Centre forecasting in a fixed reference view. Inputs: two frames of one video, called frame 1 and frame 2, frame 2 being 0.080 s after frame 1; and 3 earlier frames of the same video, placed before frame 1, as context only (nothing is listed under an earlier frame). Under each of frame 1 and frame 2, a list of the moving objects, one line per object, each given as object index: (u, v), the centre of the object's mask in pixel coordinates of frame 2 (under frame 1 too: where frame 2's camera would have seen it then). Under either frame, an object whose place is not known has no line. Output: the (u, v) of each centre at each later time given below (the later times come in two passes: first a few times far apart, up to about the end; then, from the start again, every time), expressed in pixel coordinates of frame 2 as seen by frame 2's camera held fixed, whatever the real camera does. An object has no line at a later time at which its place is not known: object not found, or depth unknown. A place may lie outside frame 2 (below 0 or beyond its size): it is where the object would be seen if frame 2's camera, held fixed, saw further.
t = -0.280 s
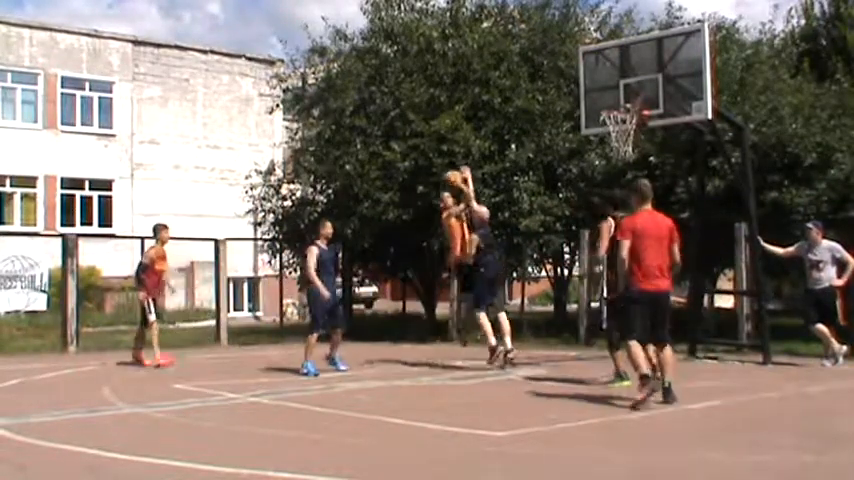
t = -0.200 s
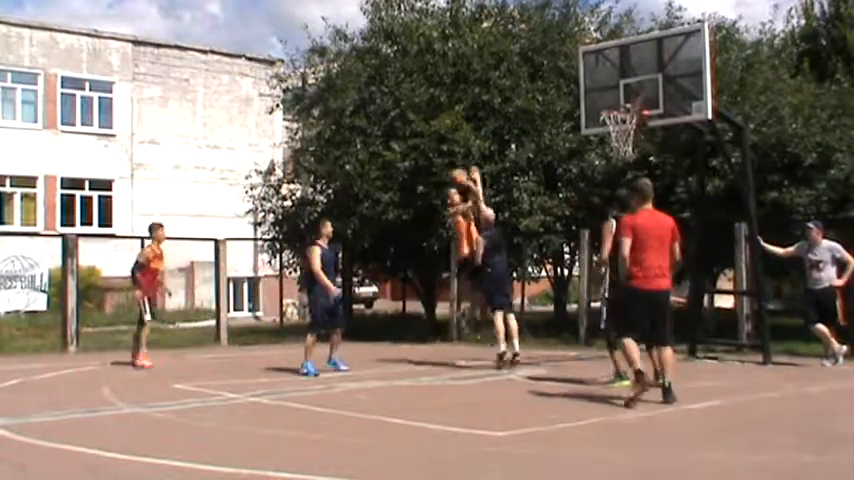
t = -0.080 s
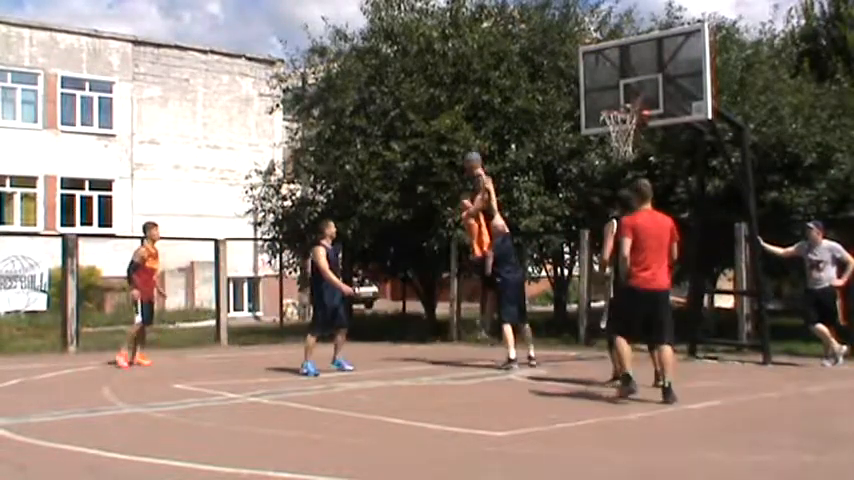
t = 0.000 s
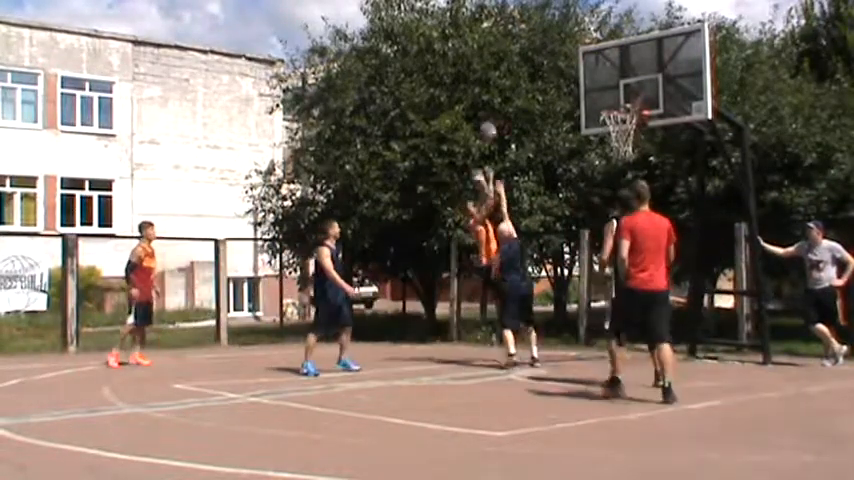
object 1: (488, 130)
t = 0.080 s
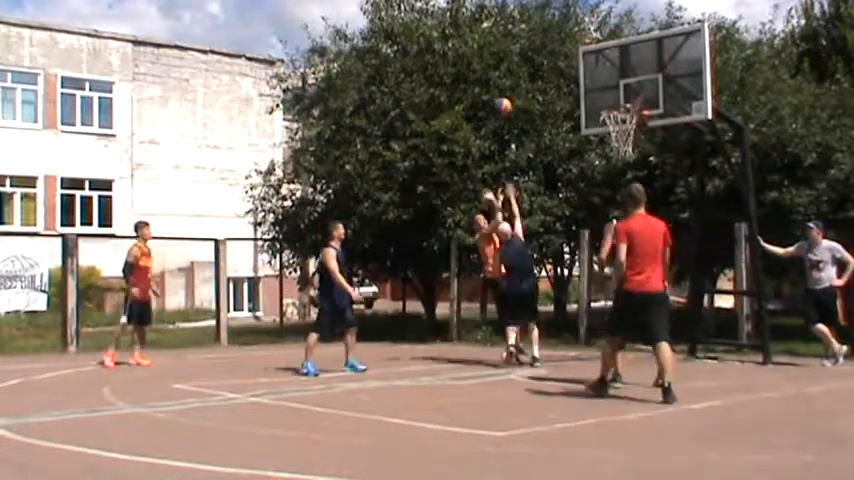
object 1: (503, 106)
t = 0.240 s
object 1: (535, 69)
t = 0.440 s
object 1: (573, 51)
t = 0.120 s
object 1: (511, 95)
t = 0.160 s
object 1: (519, 85)
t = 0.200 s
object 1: (526, 76)
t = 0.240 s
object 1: (535, 69)
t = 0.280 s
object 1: (542, 63)
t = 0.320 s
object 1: (550, 58)
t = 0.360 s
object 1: (557, 55)
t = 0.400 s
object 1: (566, 53)
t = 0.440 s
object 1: (573, 51)
